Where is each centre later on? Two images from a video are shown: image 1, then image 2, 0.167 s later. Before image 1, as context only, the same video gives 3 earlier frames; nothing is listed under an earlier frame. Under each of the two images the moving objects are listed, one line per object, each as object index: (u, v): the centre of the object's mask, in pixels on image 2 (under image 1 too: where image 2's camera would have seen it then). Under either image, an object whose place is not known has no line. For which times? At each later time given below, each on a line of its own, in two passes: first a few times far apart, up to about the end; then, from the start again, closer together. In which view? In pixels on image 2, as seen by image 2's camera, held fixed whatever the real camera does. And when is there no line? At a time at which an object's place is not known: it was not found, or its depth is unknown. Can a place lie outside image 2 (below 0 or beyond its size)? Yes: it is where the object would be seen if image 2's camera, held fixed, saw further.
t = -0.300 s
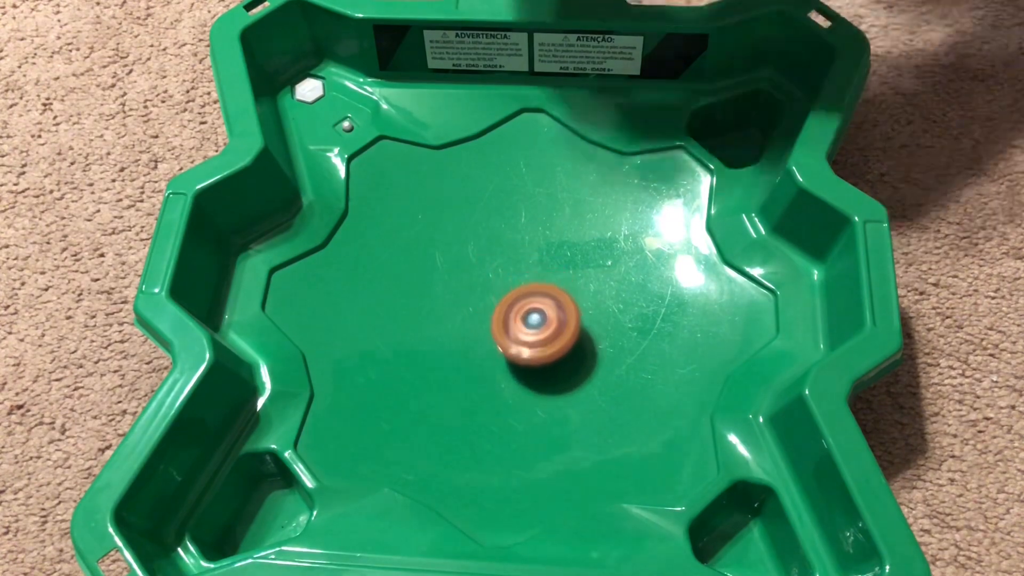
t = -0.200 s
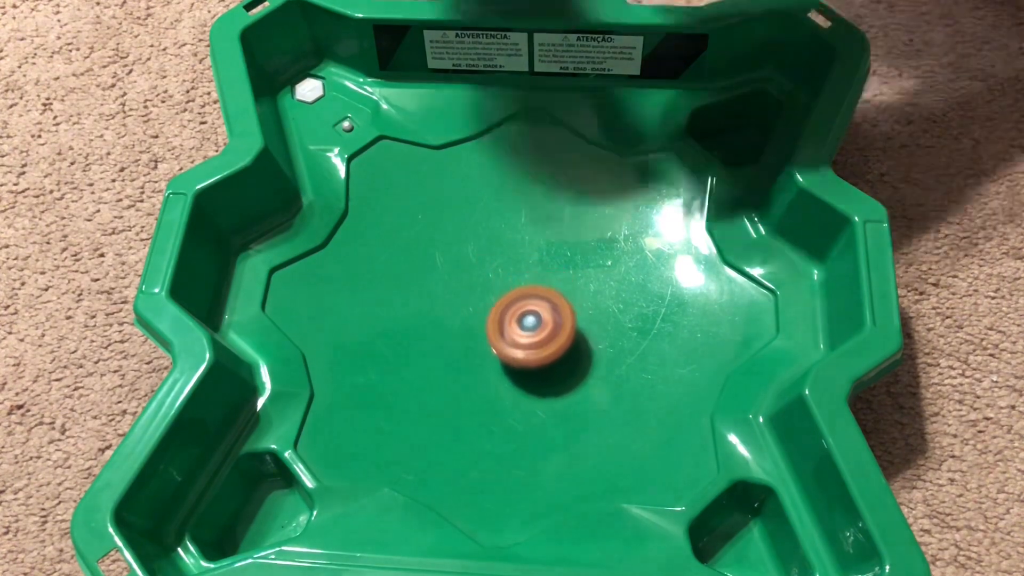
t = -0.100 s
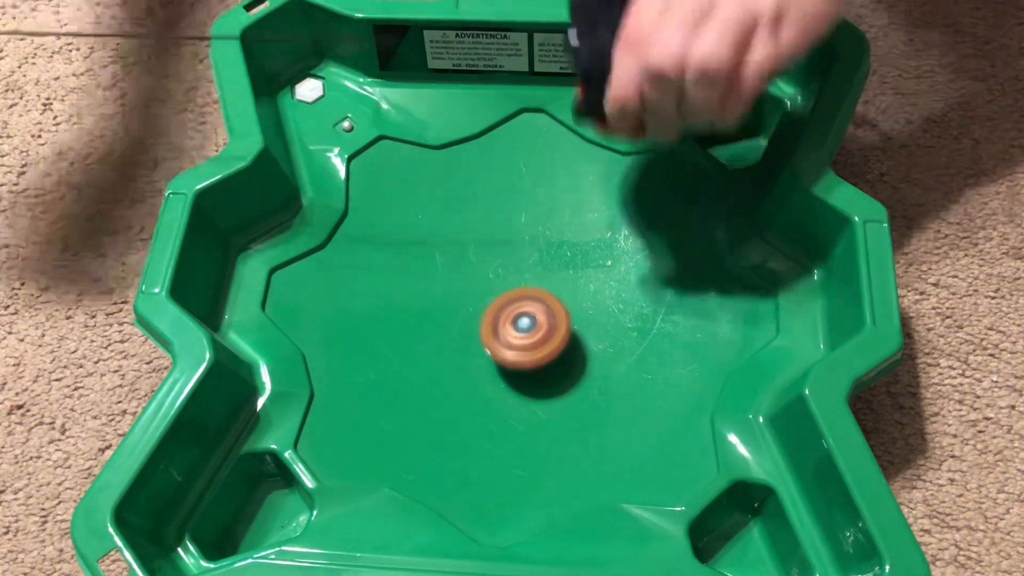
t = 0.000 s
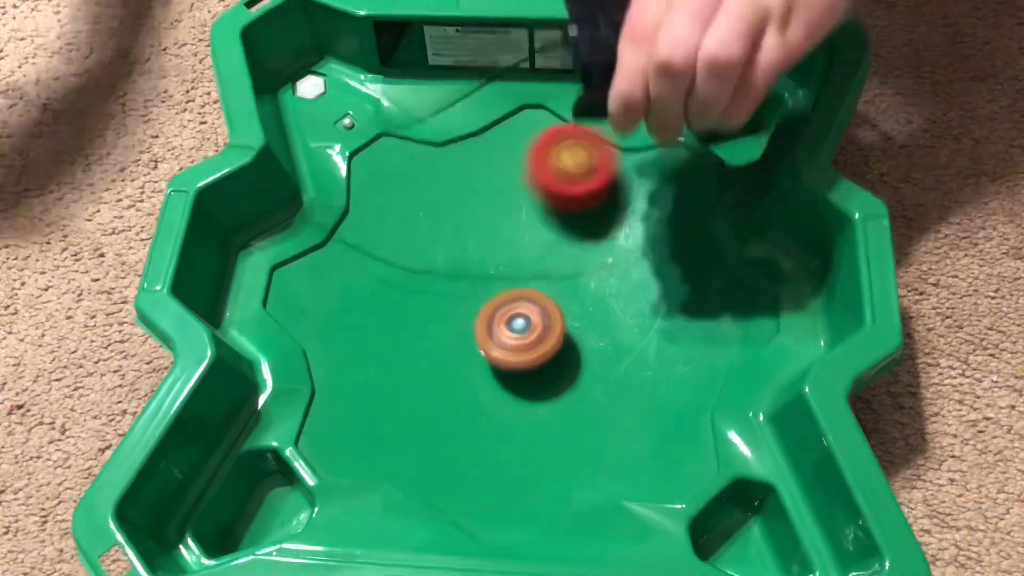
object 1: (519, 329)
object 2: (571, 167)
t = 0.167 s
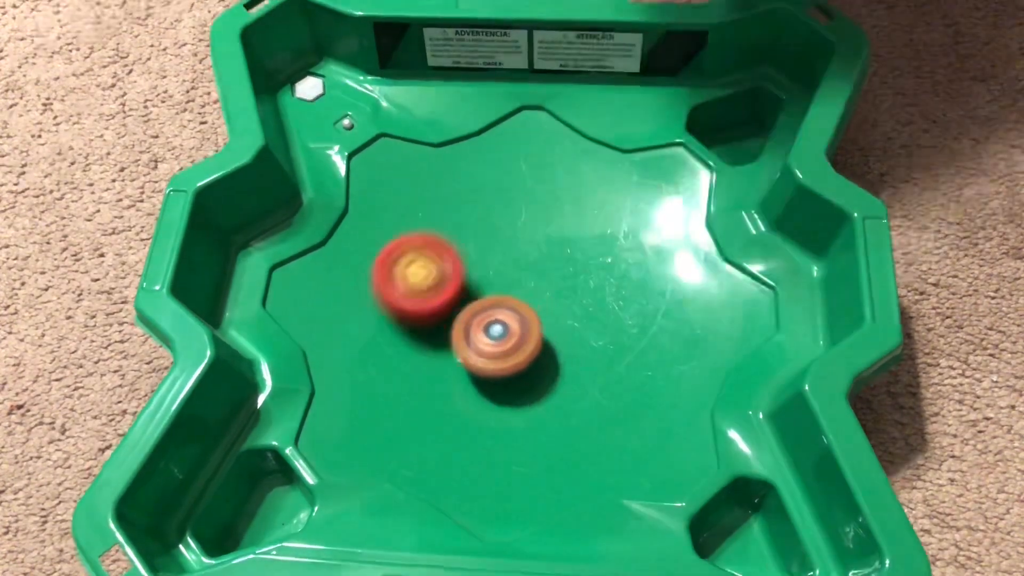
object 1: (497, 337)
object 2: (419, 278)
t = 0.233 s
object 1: (492, 337)
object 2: (384, 317)
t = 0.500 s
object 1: (492, 334)
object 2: (355, 349)
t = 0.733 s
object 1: (507, 322)
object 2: (406, 294)
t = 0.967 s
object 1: (622, 307)
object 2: (387, 281)
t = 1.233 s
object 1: (606, 233)
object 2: (483, 313)
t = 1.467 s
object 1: (573, 237)
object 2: (519, 413)
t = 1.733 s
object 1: (539, 277)
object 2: (444, 433)
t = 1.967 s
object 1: (524, 303)
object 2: (426, 315)
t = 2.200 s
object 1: (583, 320)
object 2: (527, 245)
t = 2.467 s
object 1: (662, 359)
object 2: (581, 241)
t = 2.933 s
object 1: (588, 364)
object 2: (401, 187)
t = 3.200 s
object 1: (518, 367)
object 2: (622, 239)
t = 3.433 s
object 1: (497, 399)
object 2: (682, 342)
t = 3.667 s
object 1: (432, 395)
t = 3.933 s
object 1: (391, 320)
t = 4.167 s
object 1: (489, 248)
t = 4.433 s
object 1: (449, 172)
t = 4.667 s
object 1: (428, 191)
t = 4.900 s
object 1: (441, 237)
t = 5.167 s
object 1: (402, 378)
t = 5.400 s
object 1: (498, 418)
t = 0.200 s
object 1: (493, 337)
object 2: (400, 300)
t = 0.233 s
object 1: (492, 337)
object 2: (384, 317)
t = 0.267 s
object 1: (491, 337)
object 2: (370, 332)
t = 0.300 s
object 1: (490, 337)
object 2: (360, 344)
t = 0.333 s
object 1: (490, 337)
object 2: (352, 353)
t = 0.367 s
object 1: (491, 337)
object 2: (347, 357)
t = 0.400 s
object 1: (491, 337)
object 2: (345, 359)
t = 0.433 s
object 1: (492, 336)
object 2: (346, 358)
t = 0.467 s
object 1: (492, 335)
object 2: (350, 354)
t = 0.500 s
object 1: (492, 334)
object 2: (355, 349)
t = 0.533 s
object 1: (493, 332)
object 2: (362, 342)
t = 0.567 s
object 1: (493, 331)
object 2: (370, 333)
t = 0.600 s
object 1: (493, 329)
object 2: (379, 324)
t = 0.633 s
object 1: (493, 327)
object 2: (389, 315)
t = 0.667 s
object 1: (493, 325)
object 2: (399, 307)
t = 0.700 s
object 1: (501, 323)
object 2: (402, 299)
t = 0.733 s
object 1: (507, 322)
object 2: (406, 294)
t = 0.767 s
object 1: (511, 320)
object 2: (413, 292)
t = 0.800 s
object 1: (514, 318)
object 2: (422, 292)
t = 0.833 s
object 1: (539, 319)
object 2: (414, 291)
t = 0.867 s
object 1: (568, 319)
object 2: (400, 290)
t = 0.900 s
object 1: (593, 317)
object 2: (391, 288)
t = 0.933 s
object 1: (610, 314)
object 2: (387, 285)
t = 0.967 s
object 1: (622, 307)
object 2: (387, 281)
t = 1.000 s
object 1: (628, 297)
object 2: (391, 278)
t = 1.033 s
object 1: (631, 286)
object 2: (399, 274)
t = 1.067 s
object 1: (631, 274)
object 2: (410, 274)
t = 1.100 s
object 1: (628, 265)
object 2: (424, 276)
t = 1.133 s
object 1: (623, 256)
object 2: (440, 281)
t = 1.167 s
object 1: (618, 247)
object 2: (455, 289)
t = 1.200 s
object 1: (612, 240)
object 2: (469, 300)
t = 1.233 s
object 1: (606, 233)
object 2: (483, 313)
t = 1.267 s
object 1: (601, 230)
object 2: (495, 327)
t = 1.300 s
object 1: (595, 229)
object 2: (504, 342)
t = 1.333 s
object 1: (590, 229)
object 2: (512, 358)
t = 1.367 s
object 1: (585, 231)
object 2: (518, 373)
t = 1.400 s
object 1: (581, 233)
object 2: (521, 387)
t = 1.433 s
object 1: (577, 235)
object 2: (521, 401)
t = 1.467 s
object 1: (573, 237)
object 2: (519, 413)
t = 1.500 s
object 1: (569, 241)
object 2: (515, 423)
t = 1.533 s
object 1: (565, 246)
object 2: (509, 432)
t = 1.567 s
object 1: (560, 250)
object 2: (501, 438)
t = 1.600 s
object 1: (555, 256)
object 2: (491, 442)
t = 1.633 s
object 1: (551, 261)
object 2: (481, 444)
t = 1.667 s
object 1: (546, 267)
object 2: (469, 443)
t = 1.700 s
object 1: (542, 272)
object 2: (457, 439)
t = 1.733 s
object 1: (539, 277)
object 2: (444, 433)
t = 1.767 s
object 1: (536, 281)
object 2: (429, 425)
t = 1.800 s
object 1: (534, 285)
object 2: (416, 413)
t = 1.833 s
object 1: (531, 289)
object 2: (405, 397)
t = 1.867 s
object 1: (529, 293)
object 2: (400, 377)
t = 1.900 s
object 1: (528, 296)
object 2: (402, 355)
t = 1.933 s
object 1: (525, 299)
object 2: (411, 334)
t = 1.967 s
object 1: (524, 303)
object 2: (426, 315)
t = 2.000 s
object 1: (540, 305)
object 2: (433, 297)
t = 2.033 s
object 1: (558, 309)
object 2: (439, 282)
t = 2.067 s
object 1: (571, 314)
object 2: (450, 269)
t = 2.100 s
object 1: (580, 317)
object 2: (464, 259)
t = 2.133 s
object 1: (582, 318)
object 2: (482, 251)
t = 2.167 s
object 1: (584, 320)
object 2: (504, 246)
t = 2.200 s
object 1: (583, 320)
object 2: (527, 245)
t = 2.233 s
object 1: (583, 322)
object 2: (549, 244)
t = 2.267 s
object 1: (607, 338)
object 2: (552, 236)
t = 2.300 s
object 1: (628, 351)
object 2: (554, 230)
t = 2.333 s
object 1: (641, 359)
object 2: (556, 227)
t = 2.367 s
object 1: (650, 363)
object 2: (560, 227)
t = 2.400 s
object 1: (656, 364)
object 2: (566, 229)
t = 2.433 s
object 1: (660, 362)
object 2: (573, 234)
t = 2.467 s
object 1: (662, 359)
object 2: (581, 241)
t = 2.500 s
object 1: (663, 356)
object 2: (590, 249)
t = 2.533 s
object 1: (663, 353)
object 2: (599, 259)
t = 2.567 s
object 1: (661, 350)
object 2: (609, 271)
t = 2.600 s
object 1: (693, 363)
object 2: (591, 270)
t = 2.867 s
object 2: (370, 184)
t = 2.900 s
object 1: (601, 369)
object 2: (382, 184)
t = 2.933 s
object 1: (588, 364)
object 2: (401, 187)
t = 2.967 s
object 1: (577, 359)
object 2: (427, 189)
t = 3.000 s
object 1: (566, 356)
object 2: (457, 194)
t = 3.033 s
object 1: (556, 354)
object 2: (489, 199)
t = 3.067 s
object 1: (547, 353)
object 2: (522, 205)
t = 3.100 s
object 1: (539, 354)
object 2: (552, 212)
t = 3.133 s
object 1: (532, 357)
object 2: (579, 220)
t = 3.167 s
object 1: (525, 361)
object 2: (603, 229)
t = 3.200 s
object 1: (518, 367)
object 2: (622, 239)
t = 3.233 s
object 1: (513, 372)
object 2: (640, 250)
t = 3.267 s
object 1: (508, 379)
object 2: (654, 263)
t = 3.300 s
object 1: (505, 386)
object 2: (666, 277)
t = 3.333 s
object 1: (503, 393)
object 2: (675, 292)
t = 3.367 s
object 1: (502, 397)
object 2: (681, 308)
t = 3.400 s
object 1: (500, 399)
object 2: (683, 325)
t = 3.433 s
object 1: (497, 399)
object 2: (682, 342)
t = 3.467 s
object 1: (495, 398)
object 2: (676, 359)
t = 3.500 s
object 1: (494, 398)
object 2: (666, 375)
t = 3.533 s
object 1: (493, 400)
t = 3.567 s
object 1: (491, 402)
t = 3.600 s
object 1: (489, 403)
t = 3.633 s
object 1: (488, 403)
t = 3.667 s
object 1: (432, 395)
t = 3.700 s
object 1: (372, 384)
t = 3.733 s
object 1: (322, 370)
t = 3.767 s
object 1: (298, 357)
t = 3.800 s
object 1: (298, 349)
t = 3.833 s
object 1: (318, 346)
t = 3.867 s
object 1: (343, 338)
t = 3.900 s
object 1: (367, 329)
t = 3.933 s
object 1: (391, 320)
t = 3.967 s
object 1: (413, 311)
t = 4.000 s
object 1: (433, 301)
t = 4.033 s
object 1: (450, 291)
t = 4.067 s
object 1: (464, 281)
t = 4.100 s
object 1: (476, 270)
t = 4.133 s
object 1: (484, 259)
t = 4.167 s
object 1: (489, 248)
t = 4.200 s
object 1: (492, 237)
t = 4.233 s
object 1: (492, 226)
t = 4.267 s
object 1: (489, 215)
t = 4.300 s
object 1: (483, 205)
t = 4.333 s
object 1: (476, 195)
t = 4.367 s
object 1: (467, 185)
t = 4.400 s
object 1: (458, 178)
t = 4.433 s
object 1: (449, 172)
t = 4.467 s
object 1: (441, 171)
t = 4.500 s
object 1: (434, 172)
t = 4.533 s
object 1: (430, 173)
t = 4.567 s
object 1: (427, 176)
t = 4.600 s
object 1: (426, 181)
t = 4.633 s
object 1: (427, 186)
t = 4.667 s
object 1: (428, 191)
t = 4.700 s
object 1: (431, 197)
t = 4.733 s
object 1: (433, 202)
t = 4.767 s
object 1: (438, 208)
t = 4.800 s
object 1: (442, 213)
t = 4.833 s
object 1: (447, 218)
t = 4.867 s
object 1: (453, 224)
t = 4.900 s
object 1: (441, 237)
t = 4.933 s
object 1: (415, 260)
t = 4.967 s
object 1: (394, 282)
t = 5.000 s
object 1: (379, 304)
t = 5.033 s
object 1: (372, 322)
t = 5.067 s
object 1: (371, 339)
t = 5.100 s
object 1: (378, 353)
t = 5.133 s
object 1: (388, 367)
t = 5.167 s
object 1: (402, 378)
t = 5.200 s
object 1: (416, 388)
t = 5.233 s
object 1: (431, 397)
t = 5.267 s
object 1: (445, 403)
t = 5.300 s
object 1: (459, 409)
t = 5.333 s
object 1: (472, 412)
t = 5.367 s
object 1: (486, 416)
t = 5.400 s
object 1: (498, 418)
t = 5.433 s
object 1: (510, 419)
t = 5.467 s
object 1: (521, 419)
